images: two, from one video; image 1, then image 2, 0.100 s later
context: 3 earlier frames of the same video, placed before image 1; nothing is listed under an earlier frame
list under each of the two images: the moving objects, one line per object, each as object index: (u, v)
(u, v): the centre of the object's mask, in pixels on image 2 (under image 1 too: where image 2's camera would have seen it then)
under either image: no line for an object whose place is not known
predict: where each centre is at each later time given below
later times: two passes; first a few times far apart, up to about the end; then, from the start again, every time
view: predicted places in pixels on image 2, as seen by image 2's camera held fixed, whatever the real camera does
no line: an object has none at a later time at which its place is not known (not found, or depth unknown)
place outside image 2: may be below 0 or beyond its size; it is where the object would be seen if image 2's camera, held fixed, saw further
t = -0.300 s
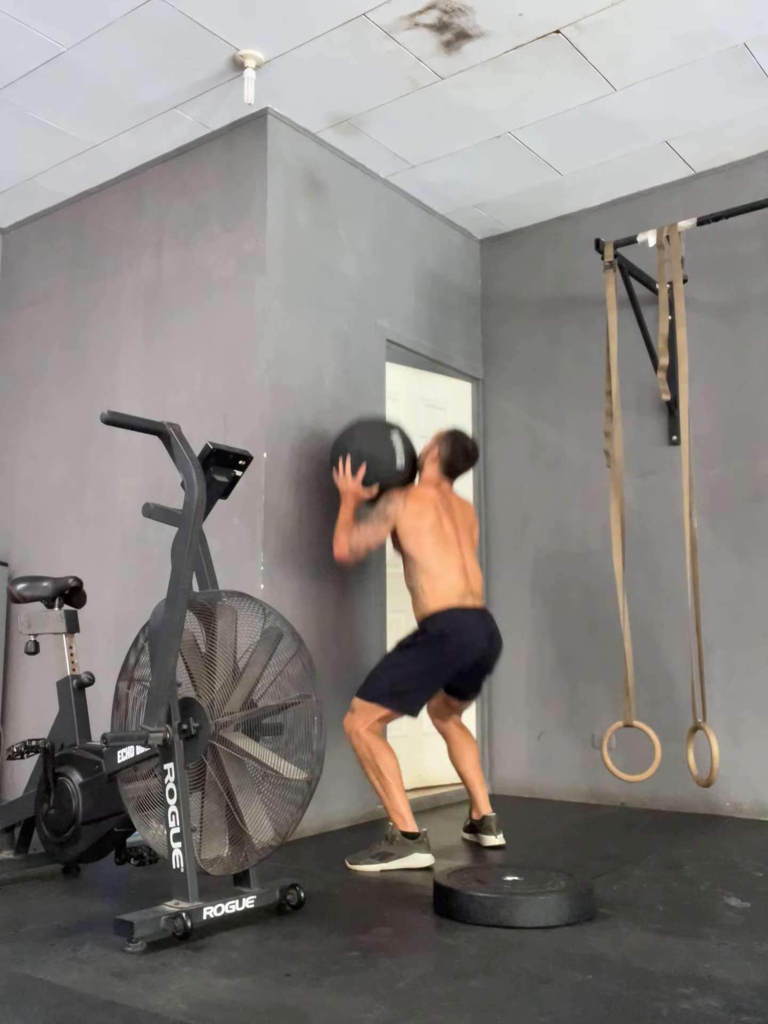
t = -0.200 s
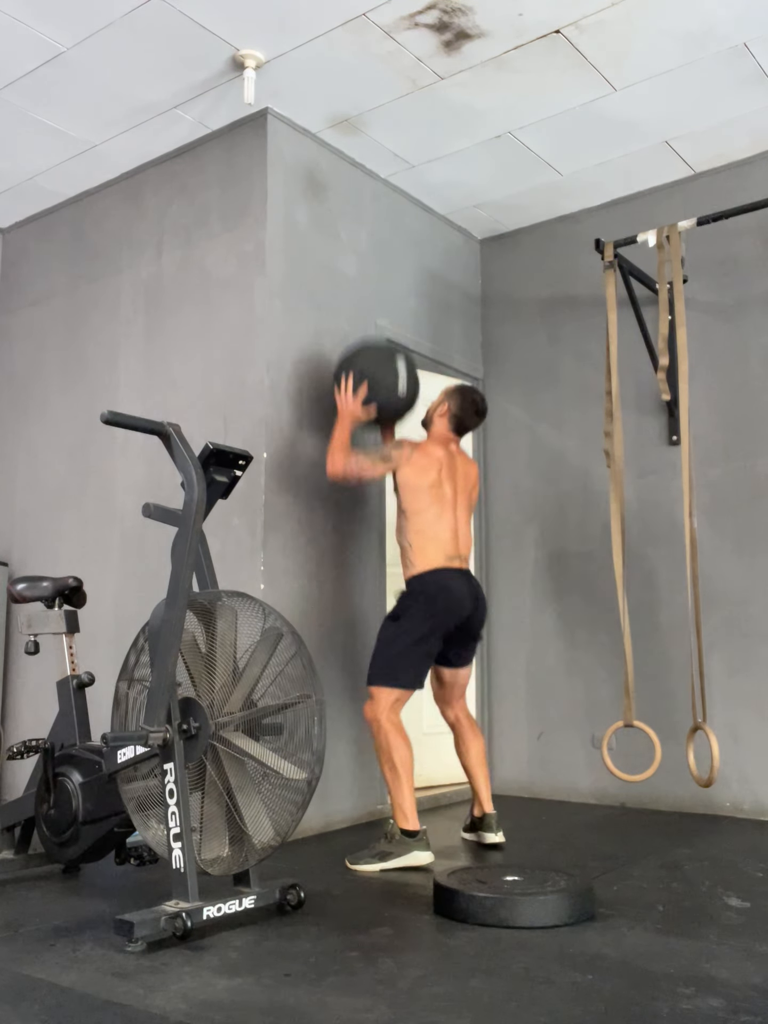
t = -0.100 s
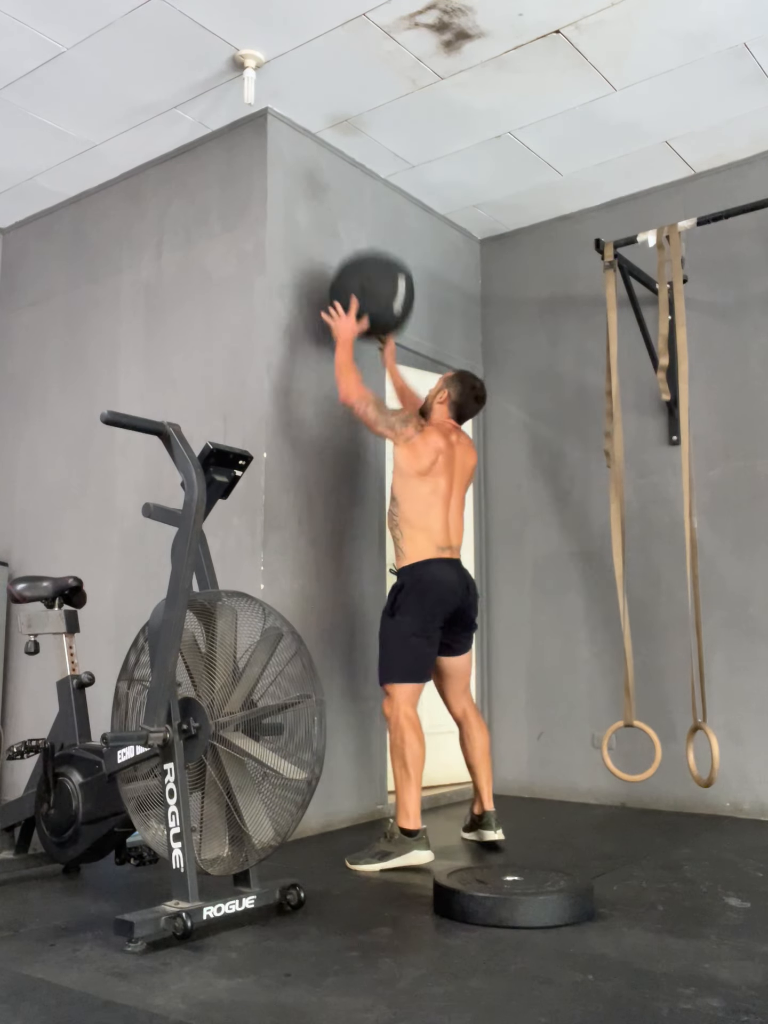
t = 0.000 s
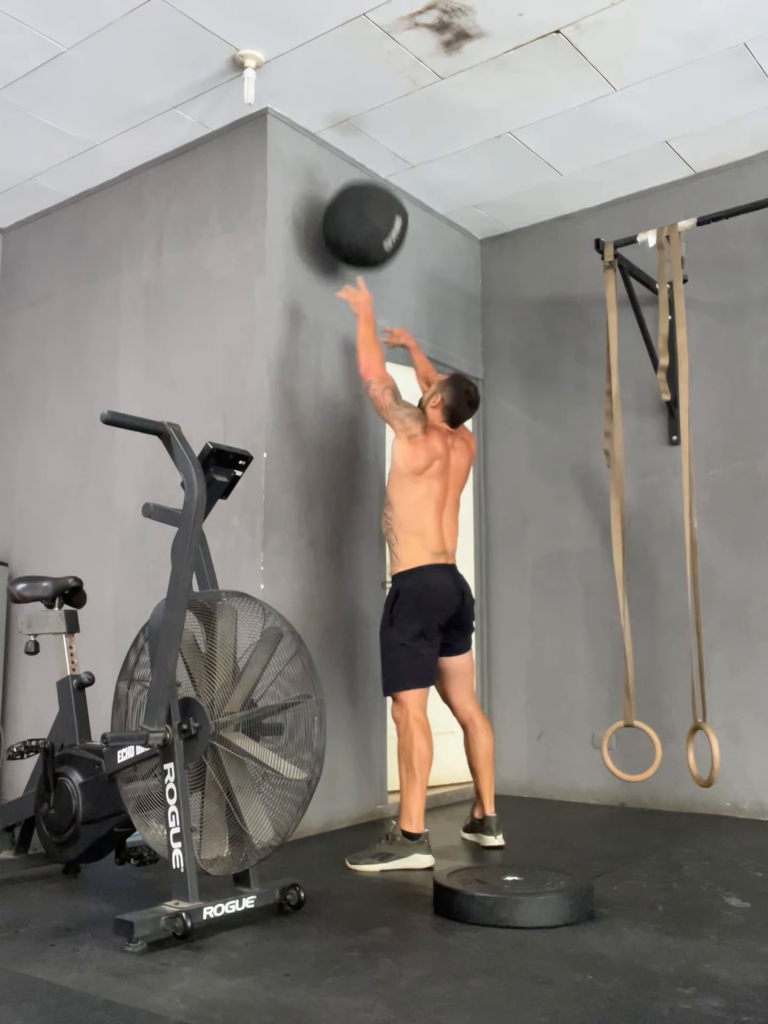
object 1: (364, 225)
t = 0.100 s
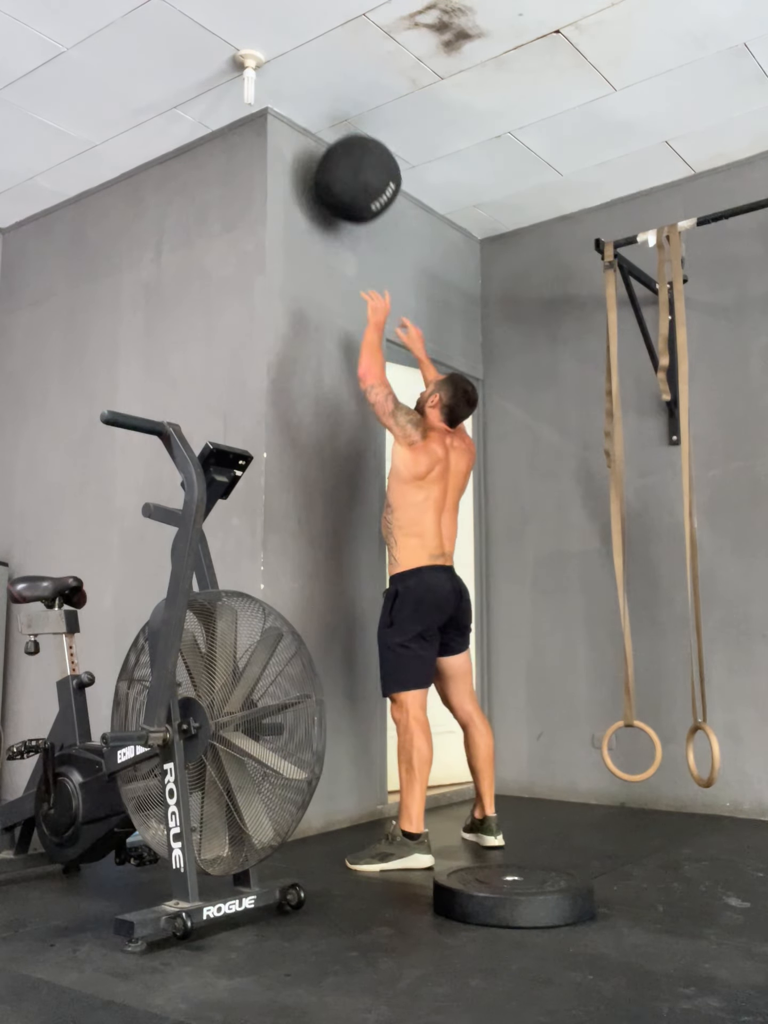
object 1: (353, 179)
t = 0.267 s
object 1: (342, 164)
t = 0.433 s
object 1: (339, 217)
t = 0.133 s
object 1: (351, 169)
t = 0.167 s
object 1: (349, 162)
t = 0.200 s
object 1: (347, 157)
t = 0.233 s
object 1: (344, 158)
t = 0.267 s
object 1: (342, 164)
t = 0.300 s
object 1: (338, 172)
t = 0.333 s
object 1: (338, 181)
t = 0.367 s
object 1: (338, 191)
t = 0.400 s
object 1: (339, 203)
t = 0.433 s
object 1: (339, 217)
